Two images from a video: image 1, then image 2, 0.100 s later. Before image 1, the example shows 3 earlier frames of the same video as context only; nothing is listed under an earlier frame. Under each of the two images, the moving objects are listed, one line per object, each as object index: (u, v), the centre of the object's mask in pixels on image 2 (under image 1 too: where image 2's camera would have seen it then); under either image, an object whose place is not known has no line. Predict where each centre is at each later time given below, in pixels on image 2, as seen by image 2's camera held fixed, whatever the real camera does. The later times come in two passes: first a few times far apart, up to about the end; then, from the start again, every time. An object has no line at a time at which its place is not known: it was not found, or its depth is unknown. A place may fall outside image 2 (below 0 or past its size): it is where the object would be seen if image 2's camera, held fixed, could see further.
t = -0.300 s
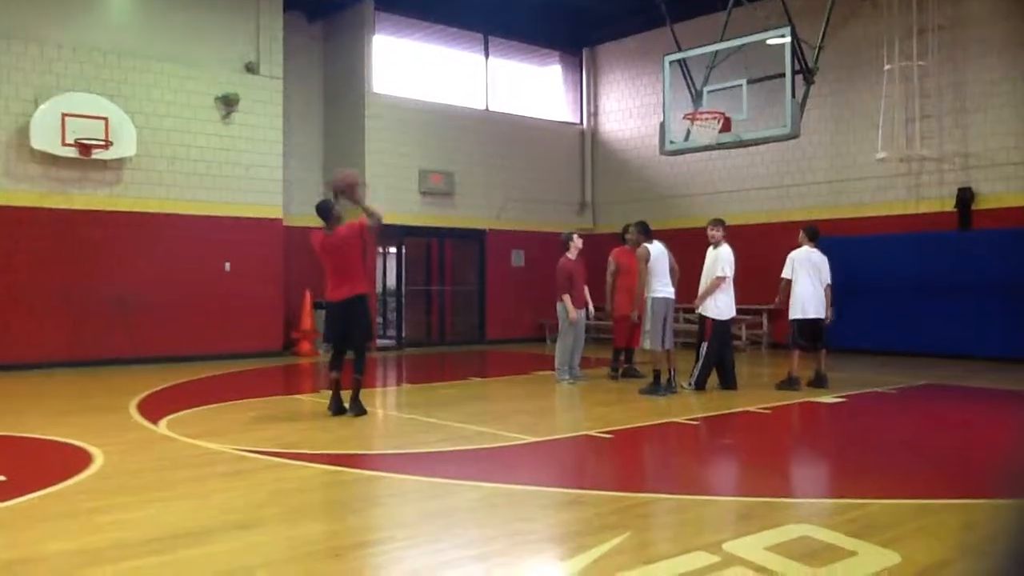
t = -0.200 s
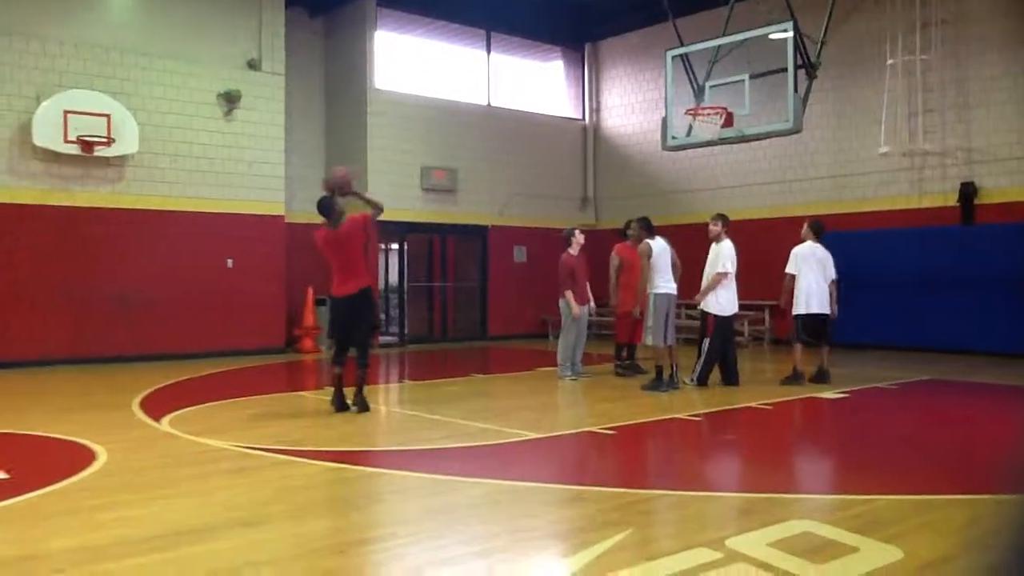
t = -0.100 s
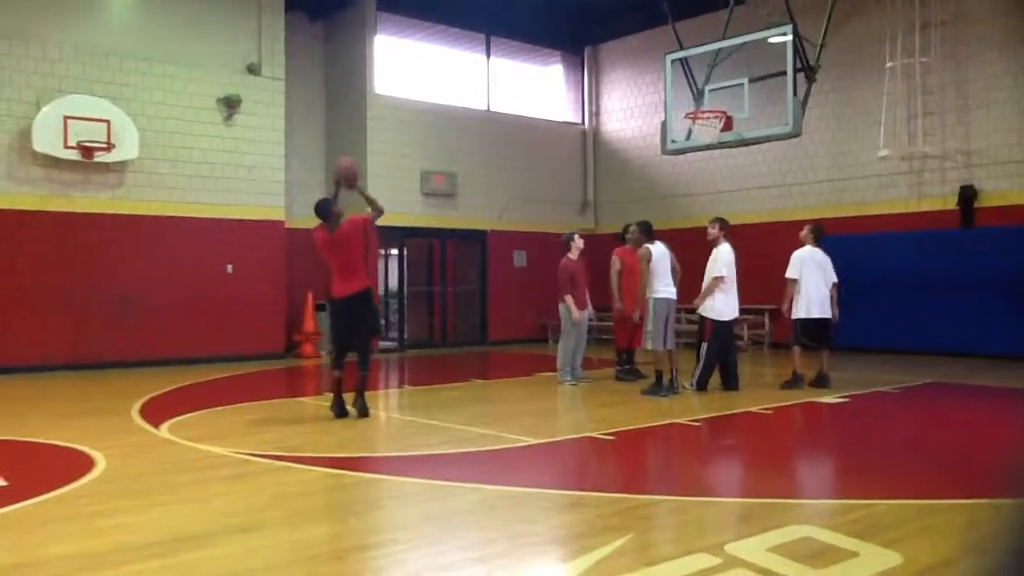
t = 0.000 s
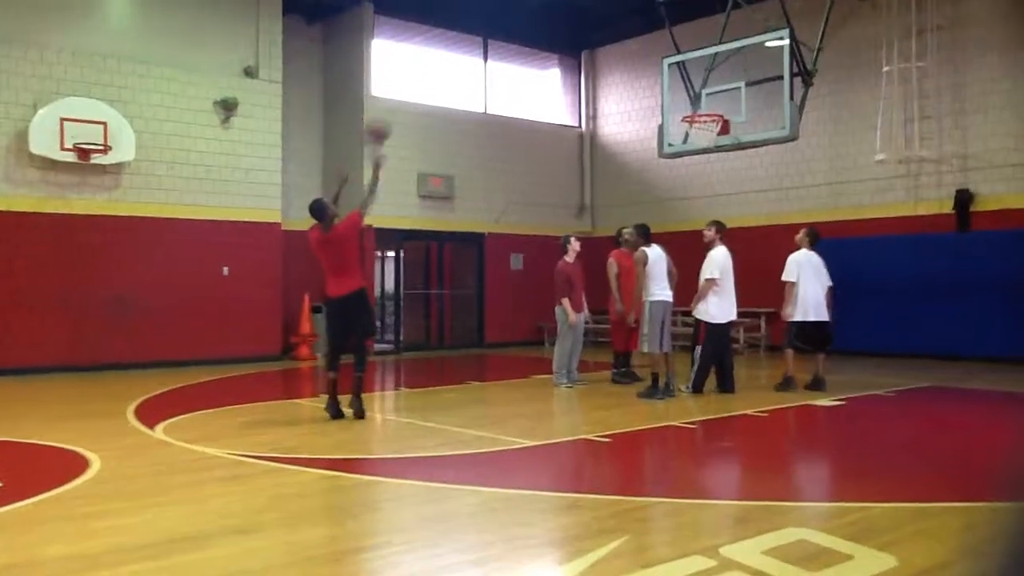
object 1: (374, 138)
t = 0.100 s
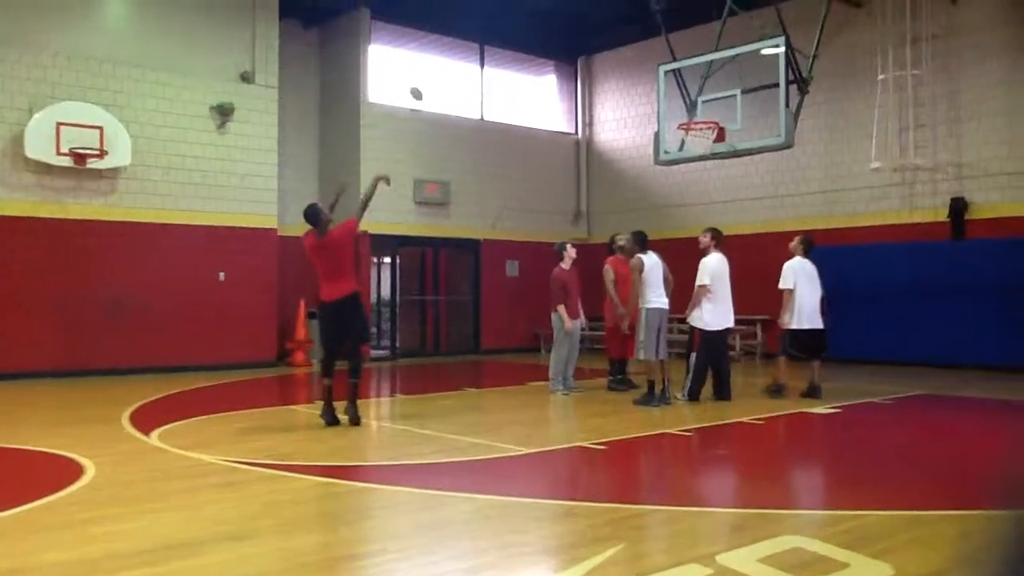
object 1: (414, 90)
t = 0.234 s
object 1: (473, 51)
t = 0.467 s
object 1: (554, 31)
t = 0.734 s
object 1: (635, 66)
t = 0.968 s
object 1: (694, 108)
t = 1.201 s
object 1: (706, 97)
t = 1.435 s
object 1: (685, 118)
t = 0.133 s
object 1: (428, 79)
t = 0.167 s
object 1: (443, 69)
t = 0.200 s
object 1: (458, 60)
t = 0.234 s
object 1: (473, 51)
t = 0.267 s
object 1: (484, 44)
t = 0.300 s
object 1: (495, 39)
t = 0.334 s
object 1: (507, 36)
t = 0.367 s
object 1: (519, 33)
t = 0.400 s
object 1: (530, 32)
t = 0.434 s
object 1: (542, 31)
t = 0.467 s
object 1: (554, 31)
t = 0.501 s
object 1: (565, 32)
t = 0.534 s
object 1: (576, 34)
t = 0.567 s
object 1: (586, 36)
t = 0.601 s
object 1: (596, 40)
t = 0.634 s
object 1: (606, 45)
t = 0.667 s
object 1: (616, 51)
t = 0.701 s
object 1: (628, 61)
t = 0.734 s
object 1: (635, 66)
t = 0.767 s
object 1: (647, 74)
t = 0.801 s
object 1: (654, 83)
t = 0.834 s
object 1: (666, 98)
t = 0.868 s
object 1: (675, 109)
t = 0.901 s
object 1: (682, 114)
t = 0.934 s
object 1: (687, 111)
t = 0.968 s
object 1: (694, 108)
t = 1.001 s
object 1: (699, 106)
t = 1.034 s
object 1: (703, 105)
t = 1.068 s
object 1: (711, 103)
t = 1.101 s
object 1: (712, 102)
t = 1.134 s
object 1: (711, 100)
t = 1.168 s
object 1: (708, 99)
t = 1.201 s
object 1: (706, 97)
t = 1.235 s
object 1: (703, 97)
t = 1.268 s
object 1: (700, 98)
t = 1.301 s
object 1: (698, 100)
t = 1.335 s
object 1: (695, 103)
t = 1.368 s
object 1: (692, 107)
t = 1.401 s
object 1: (688, 111)
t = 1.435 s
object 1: (685, 118)
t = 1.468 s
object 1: (682, 125)
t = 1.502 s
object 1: (679, 133)
